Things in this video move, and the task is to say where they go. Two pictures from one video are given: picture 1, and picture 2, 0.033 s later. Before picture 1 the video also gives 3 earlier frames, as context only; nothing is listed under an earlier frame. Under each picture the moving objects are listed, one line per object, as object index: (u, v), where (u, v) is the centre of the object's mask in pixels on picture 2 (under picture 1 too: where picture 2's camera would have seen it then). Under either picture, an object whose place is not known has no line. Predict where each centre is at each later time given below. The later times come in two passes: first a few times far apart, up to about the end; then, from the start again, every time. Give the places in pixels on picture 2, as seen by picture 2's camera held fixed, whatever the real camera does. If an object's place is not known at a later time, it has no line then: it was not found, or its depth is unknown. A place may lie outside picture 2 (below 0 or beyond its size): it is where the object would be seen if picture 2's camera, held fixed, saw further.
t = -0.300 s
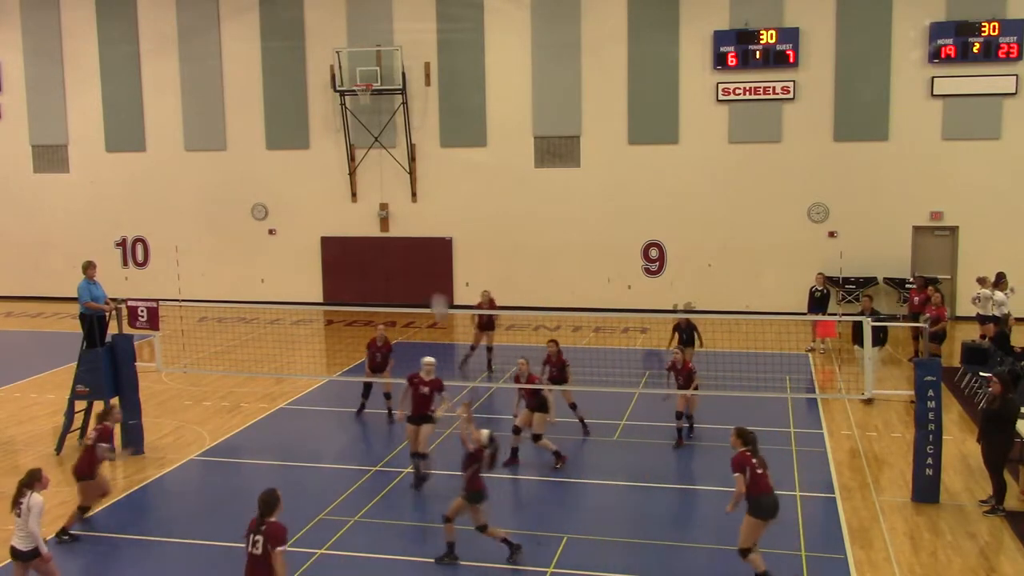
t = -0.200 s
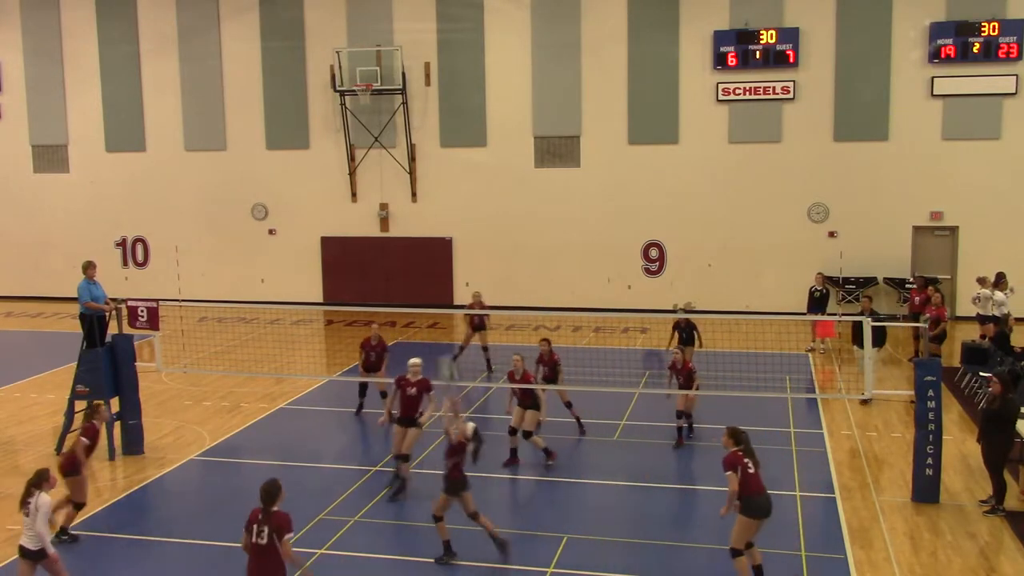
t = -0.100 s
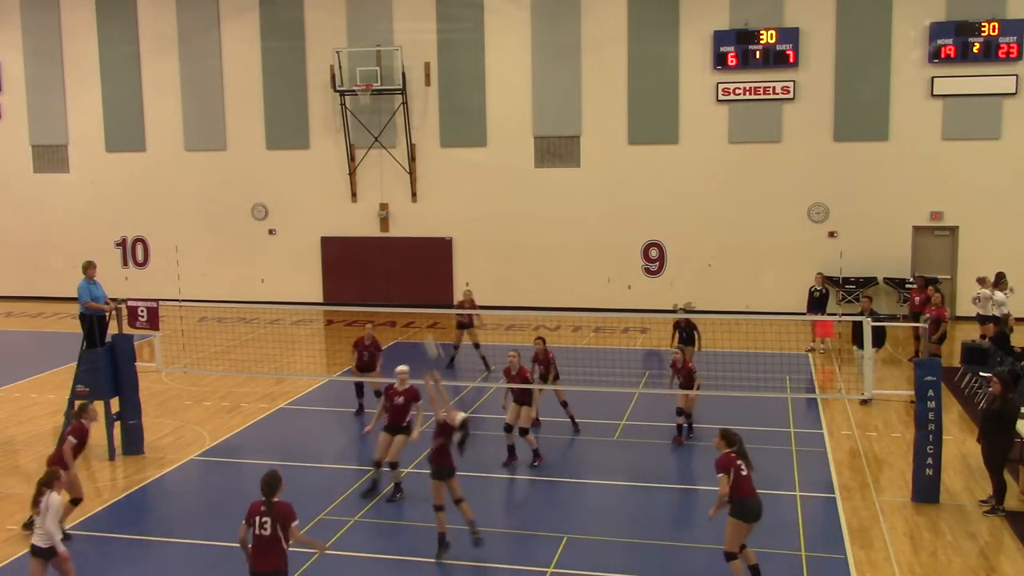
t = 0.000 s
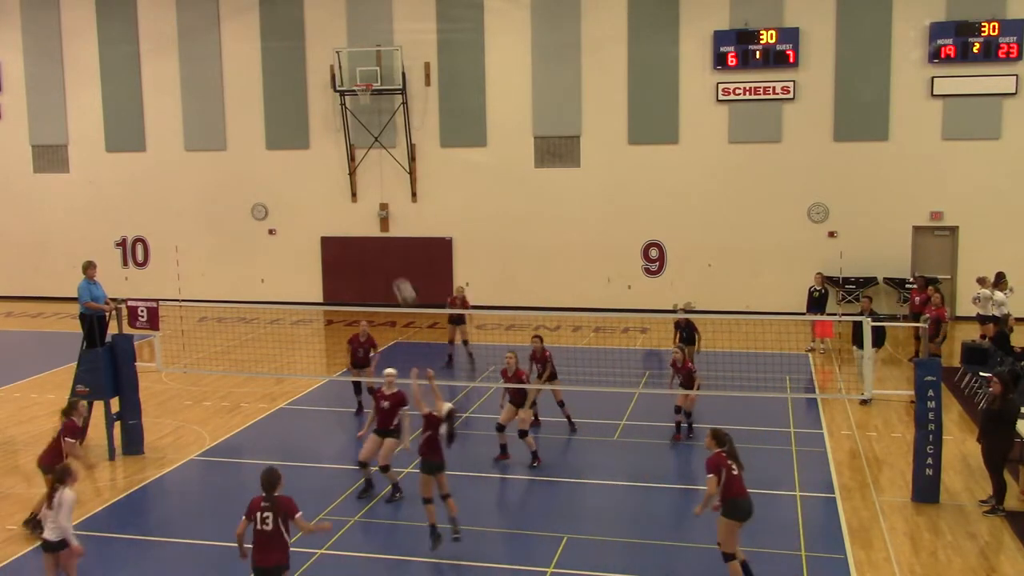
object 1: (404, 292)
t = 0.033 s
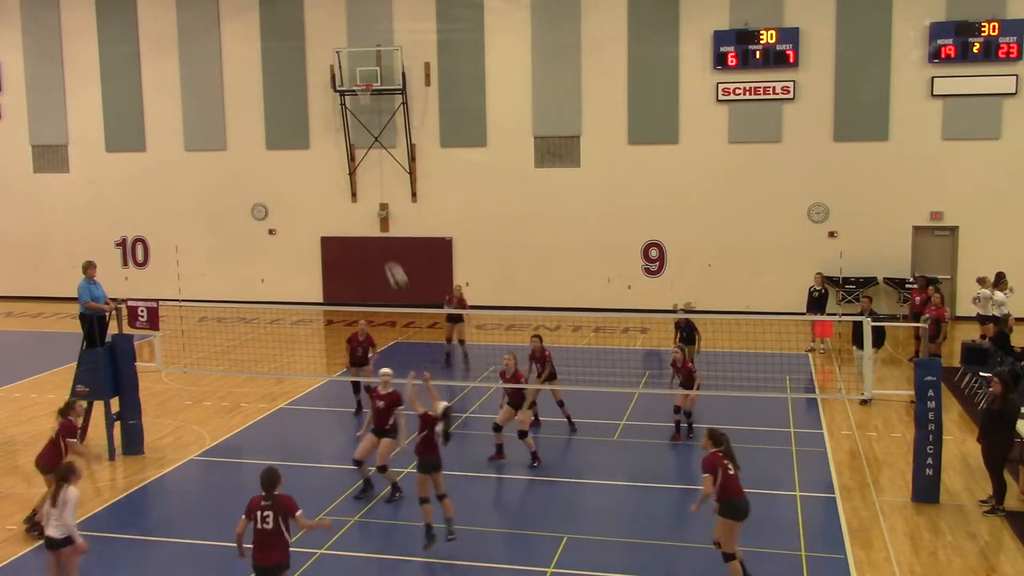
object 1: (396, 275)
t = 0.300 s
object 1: (331, 188)
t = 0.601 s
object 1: (269, 163)
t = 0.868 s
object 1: (222, 207)
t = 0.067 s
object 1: (387, 260)
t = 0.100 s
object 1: (379, 248)
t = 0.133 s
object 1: (370, 237)
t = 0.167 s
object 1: (362, 224)
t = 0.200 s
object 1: (354, 212)
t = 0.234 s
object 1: (346, 204)
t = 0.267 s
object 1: (337, 195)
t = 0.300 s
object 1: (331, 188)
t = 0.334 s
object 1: (323, 180)
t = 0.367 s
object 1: (316, 175)
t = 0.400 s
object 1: (308, 171)
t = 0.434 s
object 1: (302, 168)
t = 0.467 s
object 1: (294, 163)
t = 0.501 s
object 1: (287, 161)
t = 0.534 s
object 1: (281, 160)
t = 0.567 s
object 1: (275, 161)
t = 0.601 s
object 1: (269, 163)
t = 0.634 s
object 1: (262, 166)
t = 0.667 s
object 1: (255, 169)
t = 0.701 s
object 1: (249, 173)
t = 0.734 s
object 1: (244, 178)
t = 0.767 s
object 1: (238, 184)
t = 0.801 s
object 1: (232, 191)
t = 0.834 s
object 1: (227, 199)
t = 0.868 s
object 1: (222, 207)
